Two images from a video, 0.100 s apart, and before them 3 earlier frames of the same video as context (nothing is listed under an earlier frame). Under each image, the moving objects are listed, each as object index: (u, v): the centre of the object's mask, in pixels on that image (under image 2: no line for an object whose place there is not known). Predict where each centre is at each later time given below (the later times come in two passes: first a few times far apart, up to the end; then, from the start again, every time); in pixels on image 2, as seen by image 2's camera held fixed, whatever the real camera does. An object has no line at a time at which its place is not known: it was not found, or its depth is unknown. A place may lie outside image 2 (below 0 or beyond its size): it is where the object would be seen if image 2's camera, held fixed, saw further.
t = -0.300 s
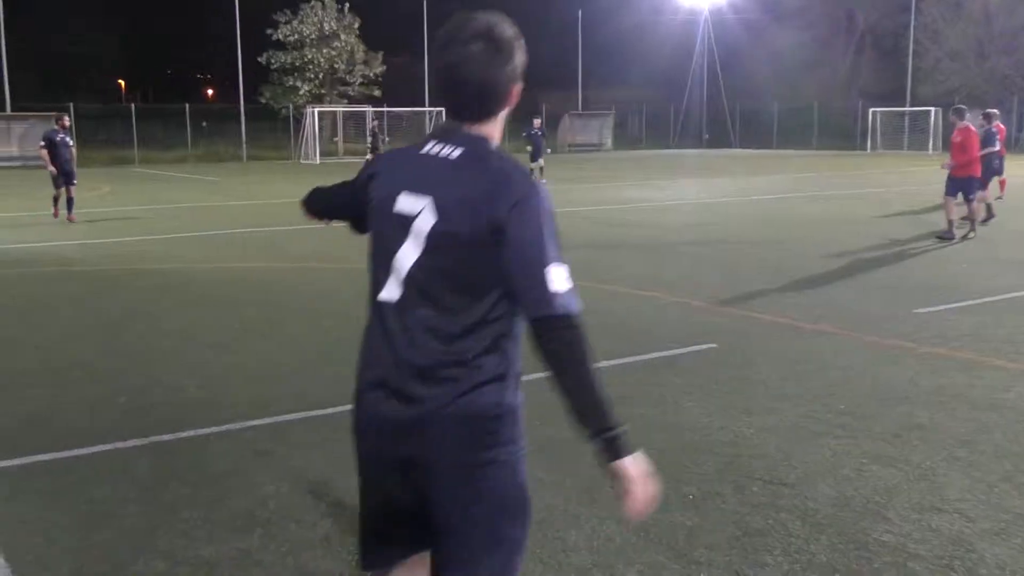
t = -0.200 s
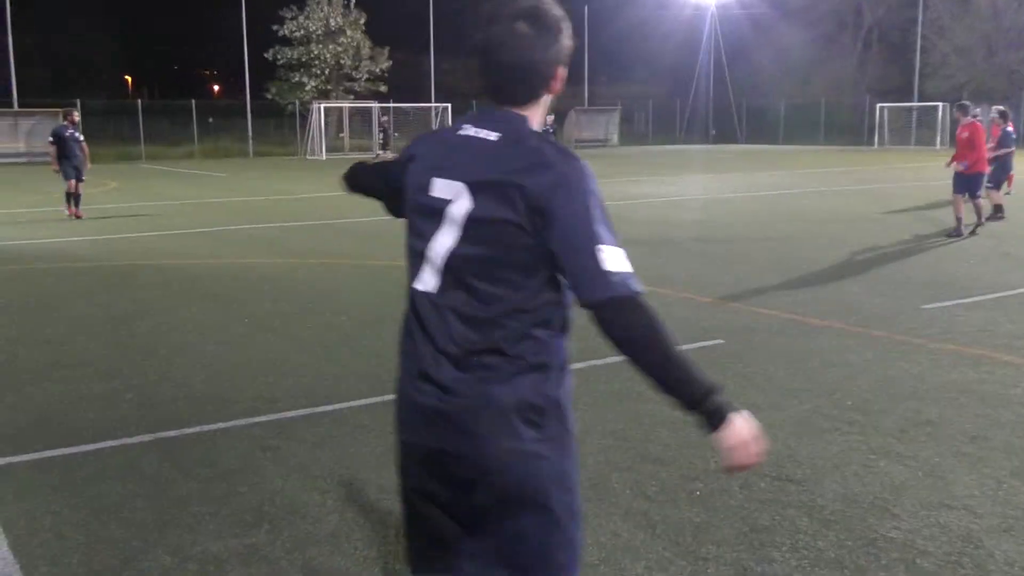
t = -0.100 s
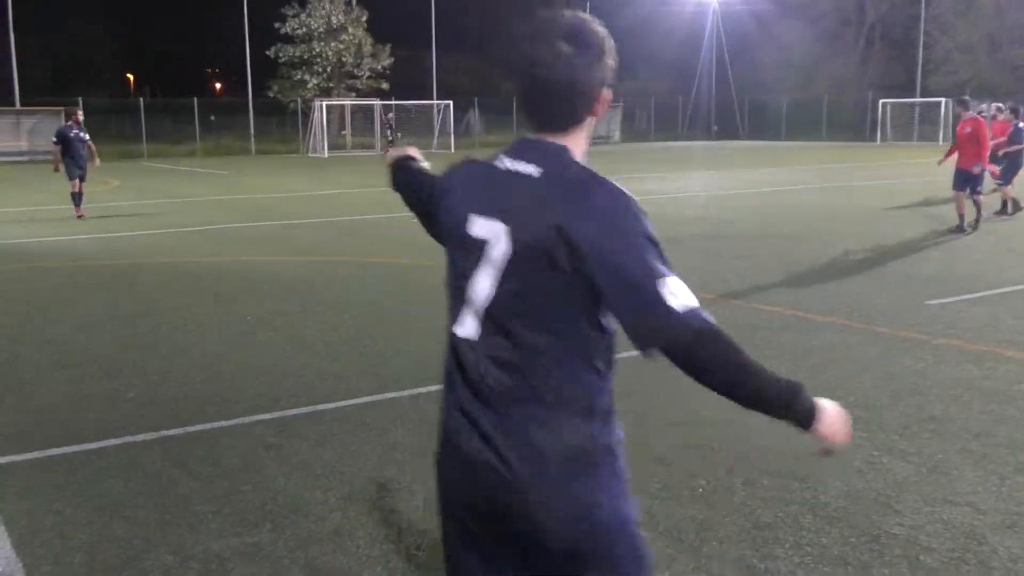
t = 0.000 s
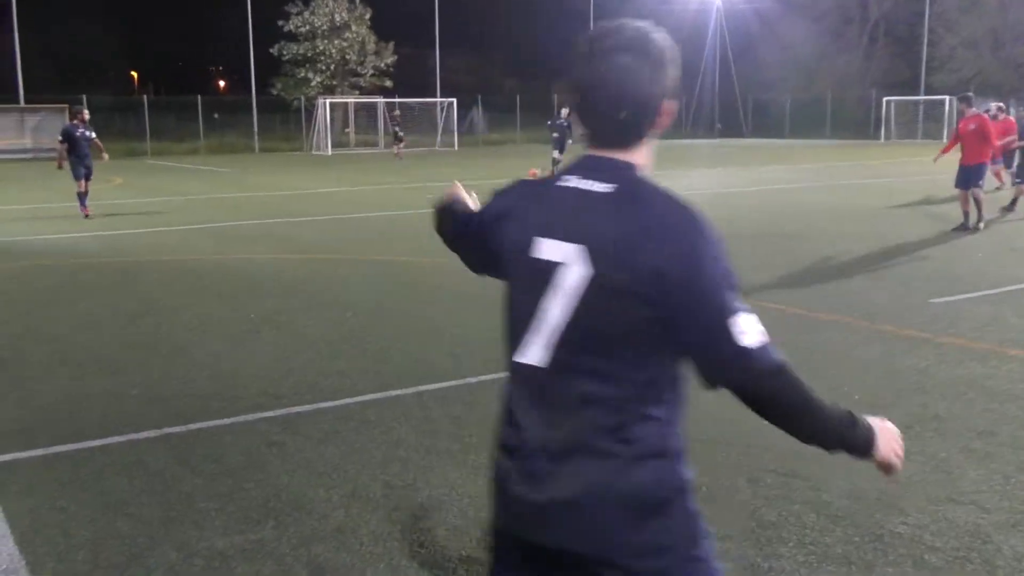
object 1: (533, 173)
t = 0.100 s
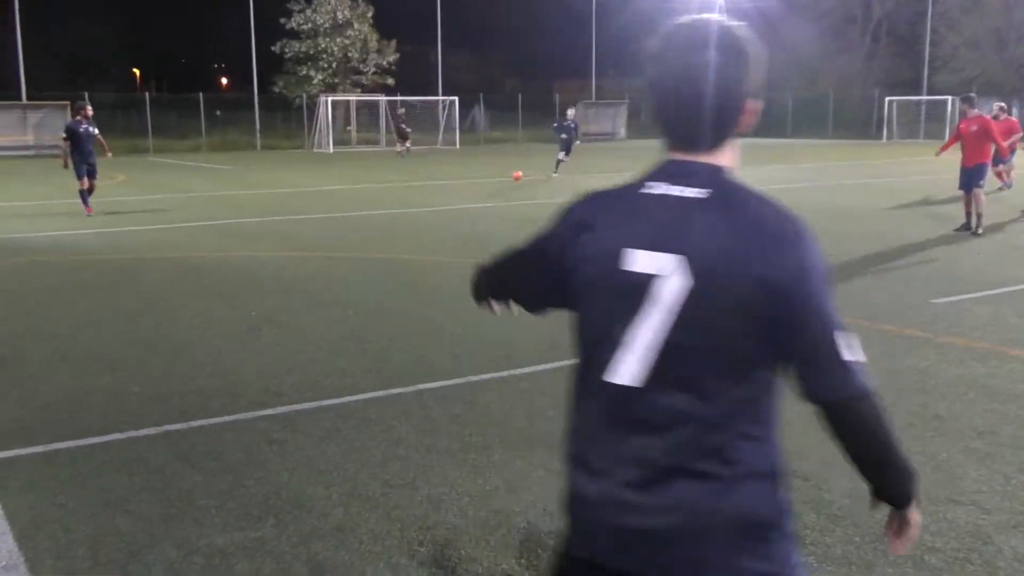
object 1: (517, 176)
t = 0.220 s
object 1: (494, 179)
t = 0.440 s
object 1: (448, 185)
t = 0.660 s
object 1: (399, 191)
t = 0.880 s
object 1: (353, 199)
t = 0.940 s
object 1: (338, 201)
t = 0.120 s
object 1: (513, 176)
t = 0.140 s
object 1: (510, 176)
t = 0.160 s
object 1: (505, 176)
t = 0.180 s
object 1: (501, 177)
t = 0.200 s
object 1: (498, 179)
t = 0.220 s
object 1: (494, 179)
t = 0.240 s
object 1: (490, 180)
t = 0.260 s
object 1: (486, 181)
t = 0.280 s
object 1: (481, 181)
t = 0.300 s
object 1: (478, 181)
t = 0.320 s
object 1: (474, 182)
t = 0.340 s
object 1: (469, 183)
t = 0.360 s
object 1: (465, 183)
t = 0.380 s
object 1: (460, 184)
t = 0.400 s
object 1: (456, 184)
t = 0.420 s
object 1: (452, 185)
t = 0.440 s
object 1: (448, 185)
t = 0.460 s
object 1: (444, 185)
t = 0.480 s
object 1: (439, 186)
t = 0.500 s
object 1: (434, 186)
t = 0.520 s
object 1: (431, 187)
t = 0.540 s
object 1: (426, 189)
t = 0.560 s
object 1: (421, 189)
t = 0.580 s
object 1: (417, 190)
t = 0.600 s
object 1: (413, 190)
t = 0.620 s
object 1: (408, 190)
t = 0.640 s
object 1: (404, 190)
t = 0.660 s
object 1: (399, 191)
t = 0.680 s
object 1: (396, 193)
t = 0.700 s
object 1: (390, 194)
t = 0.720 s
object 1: (386, 195)
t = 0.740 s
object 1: (382, 195)
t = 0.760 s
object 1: (378, 194)
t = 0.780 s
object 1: (374, 195)
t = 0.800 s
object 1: (369, 195)
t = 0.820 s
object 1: (367, 196)
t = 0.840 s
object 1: (361, 198)
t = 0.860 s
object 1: (356, 199)
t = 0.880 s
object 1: (353, 199)
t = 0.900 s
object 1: (348, 200)
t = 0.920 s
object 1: (343, 200)
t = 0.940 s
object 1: (338, 201)
